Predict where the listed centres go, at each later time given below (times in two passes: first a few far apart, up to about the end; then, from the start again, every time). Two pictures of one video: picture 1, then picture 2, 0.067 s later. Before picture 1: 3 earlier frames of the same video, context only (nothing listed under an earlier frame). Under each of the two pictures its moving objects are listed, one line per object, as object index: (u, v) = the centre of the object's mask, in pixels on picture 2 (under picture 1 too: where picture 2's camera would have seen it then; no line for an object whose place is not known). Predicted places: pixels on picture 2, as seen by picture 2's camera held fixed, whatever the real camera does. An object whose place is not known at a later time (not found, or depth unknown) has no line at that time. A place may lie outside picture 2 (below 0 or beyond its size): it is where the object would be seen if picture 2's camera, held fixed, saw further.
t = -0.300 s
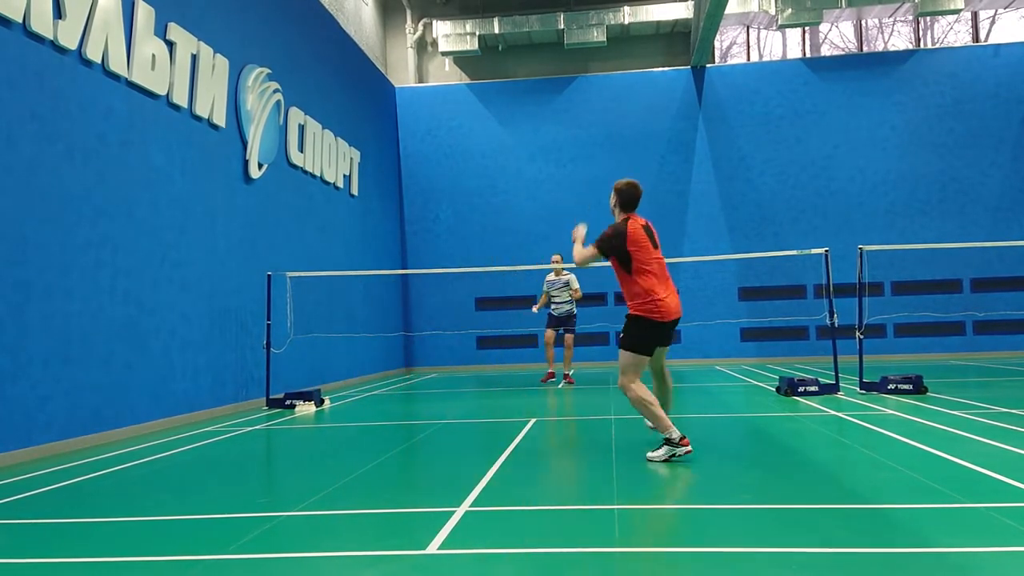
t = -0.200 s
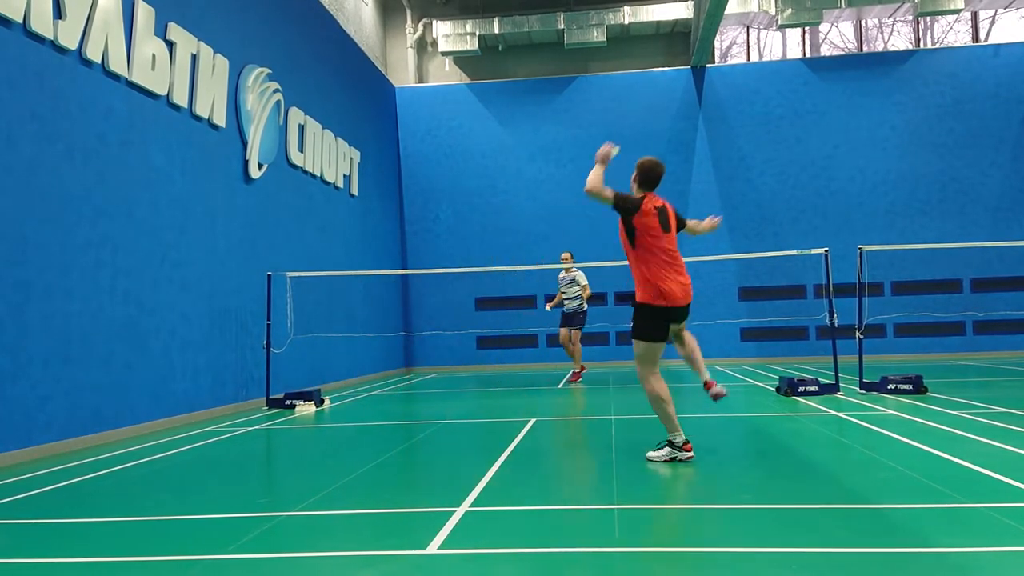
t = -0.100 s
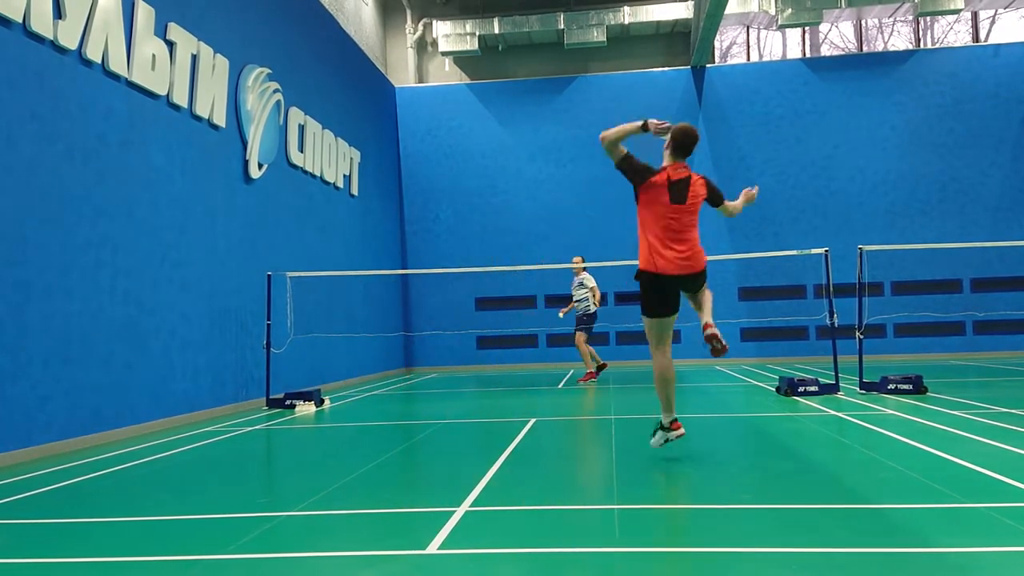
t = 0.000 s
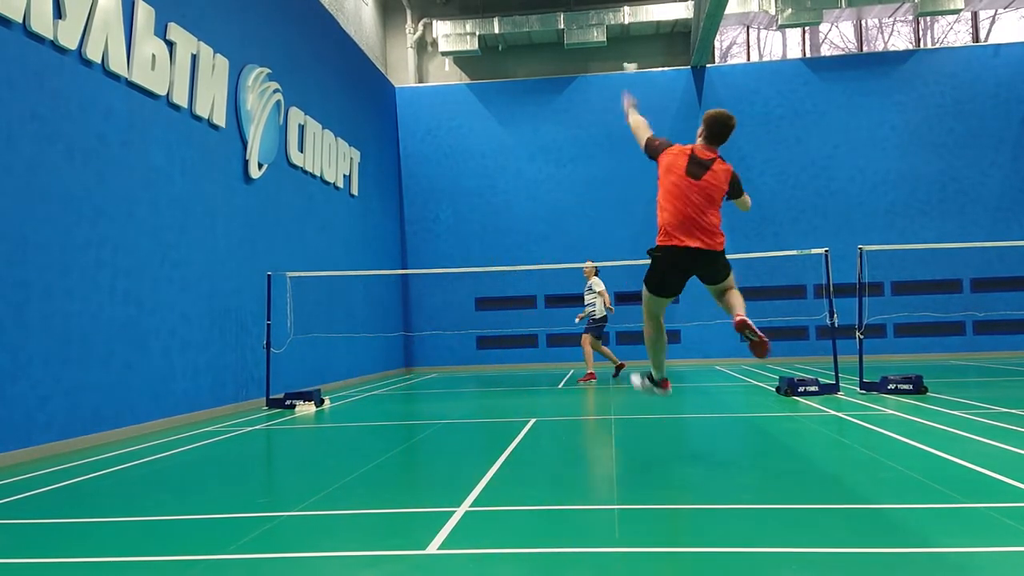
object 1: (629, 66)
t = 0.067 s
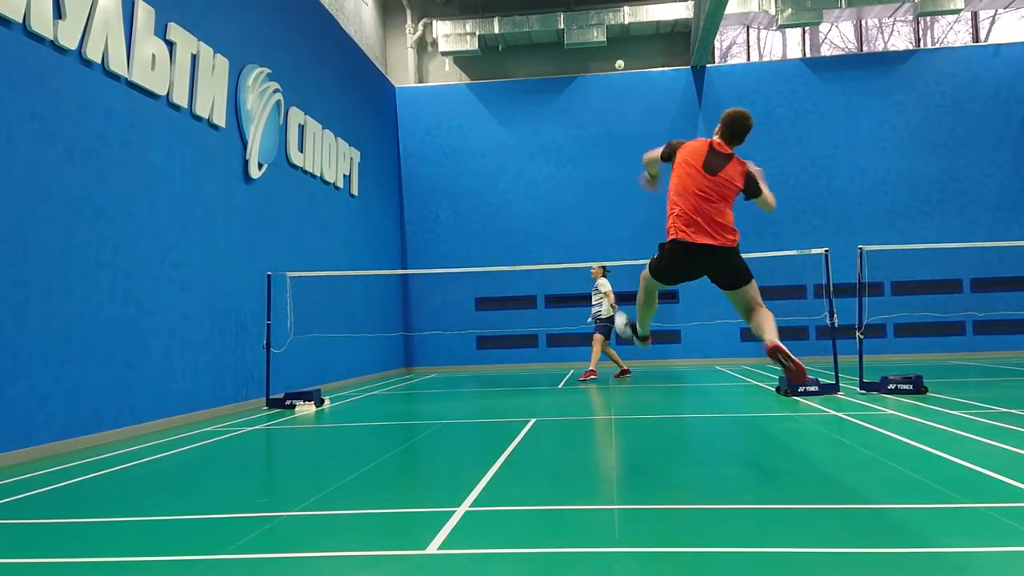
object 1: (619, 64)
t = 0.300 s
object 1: (609, 102)
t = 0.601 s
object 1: (609, 174)
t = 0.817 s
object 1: (611, 239)
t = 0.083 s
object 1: (619, 66)
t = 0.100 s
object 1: (619, 69)
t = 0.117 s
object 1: (617, 72)
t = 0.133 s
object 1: (616, 76)
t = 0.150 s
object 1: (614, 78)
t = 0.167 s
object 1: (613, 81)
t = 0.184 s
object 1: (612, 83)
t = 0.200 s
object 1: (612, 85)
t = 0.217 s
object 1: (611, 88)
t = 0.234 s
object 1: (610, 90)
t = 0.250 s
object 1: (610, 93)
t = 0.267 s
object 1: (610, 96)
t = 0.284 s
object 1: (610, 98)
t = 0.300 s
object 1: (609, 102)
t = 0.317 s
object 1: (609, 106)
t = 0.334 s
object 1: (609, 109)
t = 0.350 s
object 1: (609, 113)
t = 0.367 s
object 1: (609, 116)
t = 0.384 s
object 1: (608, 120)
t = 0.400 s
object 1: (608, 124)
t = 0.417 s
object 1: (608, 128)
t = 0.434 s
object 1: (608, 132)
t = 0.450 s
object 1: (608, 136)
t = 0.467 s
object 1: (608, 139)
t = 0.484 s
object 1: (608, 144)
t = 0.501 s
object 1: (608, 148)
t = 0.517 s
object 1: (608, 152)
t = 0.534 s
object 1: (608, 157)
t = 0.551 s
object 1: (608, 161)
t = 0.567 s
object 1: (608, 165)
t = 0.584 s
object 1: (609, 170)
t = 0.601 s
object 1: (609, 174)
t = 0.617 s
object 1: (609, 179)
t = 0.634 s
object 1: (609, 184)
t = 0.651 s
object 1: (609, 188)
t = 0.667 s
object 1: (609, 193)
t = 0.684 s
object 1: (610, 198)
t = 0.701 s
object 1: (610, 203)
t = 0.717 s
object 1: (610, 208)
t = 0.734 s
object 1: (610, 213)
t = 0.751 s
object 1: (611, 218)
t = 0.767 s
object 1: (611, 223)
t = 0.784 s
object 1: (611, 229)
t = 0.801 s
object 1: (611, 234)
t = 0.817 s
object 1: (611, 239)
